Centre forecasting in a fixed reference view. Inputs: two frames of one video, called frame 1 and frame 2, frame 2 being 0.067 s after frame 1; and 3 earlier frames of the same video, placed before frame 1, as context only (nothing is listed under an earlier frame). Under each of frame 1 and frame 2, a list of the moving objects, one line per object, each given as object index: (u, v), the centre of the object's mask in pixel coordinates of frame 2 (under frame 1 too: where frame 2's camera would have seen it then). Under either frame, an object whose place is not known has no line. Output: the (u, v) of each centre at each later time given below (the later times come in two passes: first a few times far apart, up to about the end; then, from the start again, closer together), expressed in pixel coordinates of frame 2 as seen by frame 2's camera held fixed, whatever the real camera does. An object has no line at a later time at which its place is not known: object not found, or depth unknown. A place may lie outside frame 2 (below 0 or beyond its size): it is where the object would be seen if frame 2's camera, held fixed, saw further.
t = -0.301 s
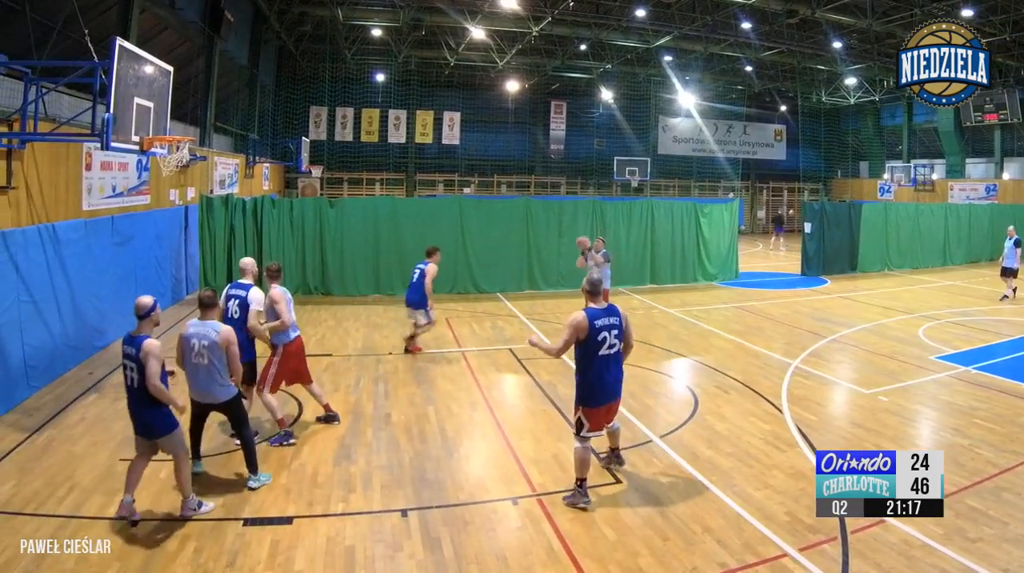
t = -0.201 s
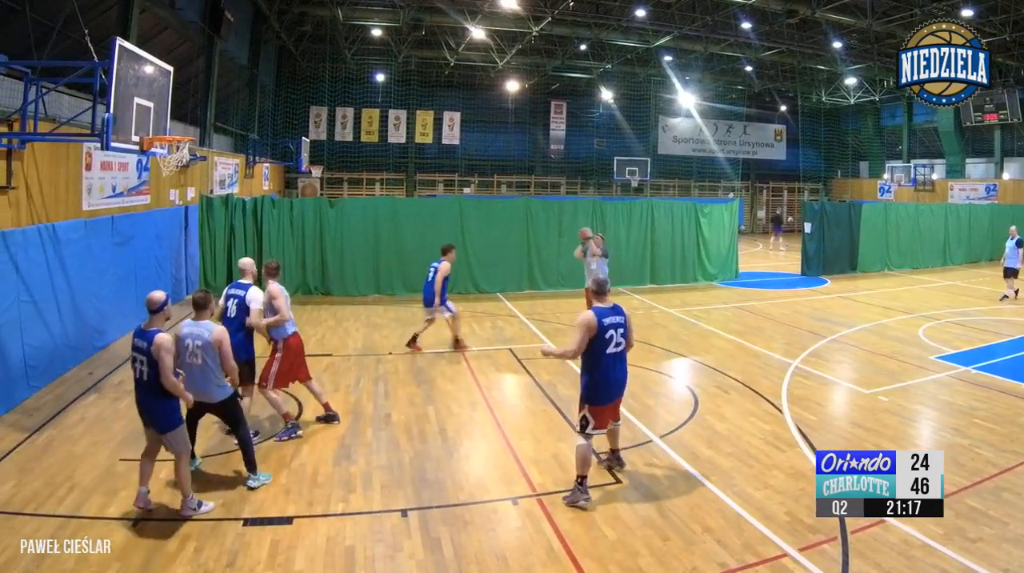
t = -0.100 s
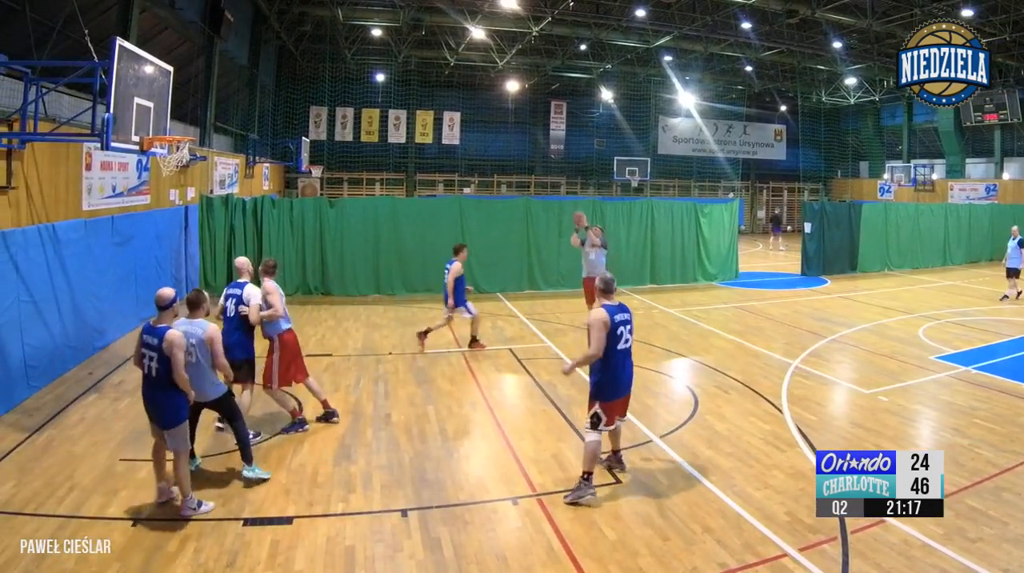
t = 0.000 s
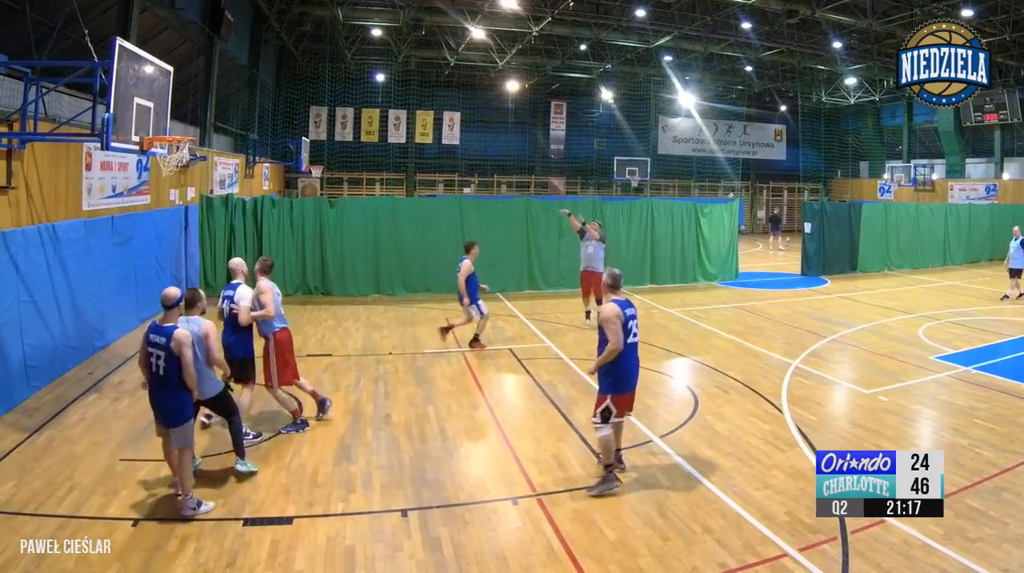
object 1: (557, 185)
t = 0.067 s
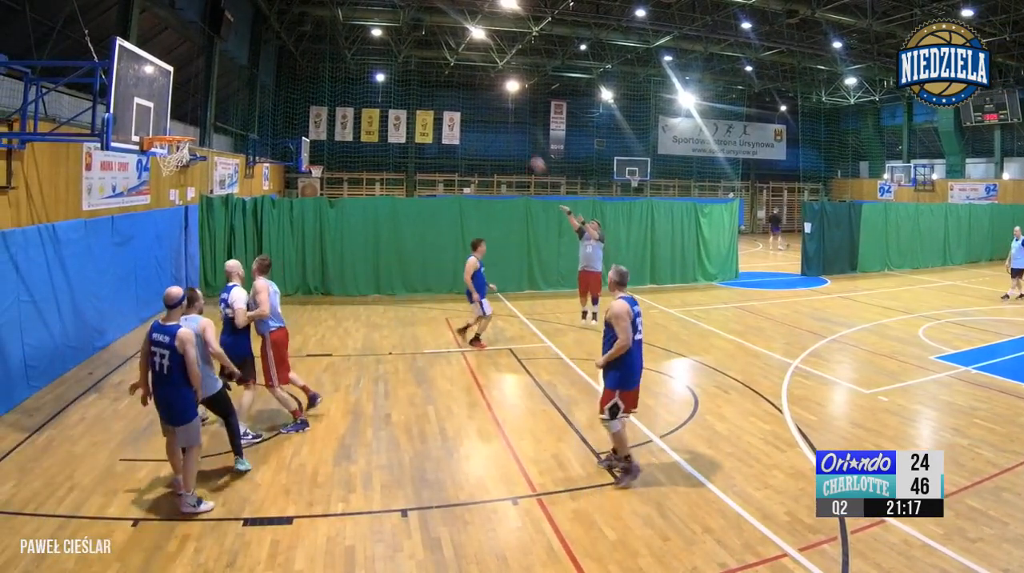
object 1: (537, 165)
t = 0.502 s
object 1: (391, 67)
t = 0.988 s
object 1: (161, 104)
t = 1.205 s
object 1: (182, 152)
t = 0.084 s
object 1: (532, 159)
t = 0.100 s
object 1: (528, 155)
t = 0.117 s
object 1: (523, 149)
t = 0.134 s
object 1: (518, 144)
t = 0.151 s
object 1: (513, 140)
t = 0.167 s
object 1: (507, 135)
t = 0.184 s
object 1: (502, 131)
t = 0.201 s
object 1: (497, 126)
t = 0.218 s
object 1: (491, 122)
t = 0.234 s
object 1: (487, 118)
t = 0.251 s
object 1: (481, 113)
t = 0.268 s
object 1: (475, 109)
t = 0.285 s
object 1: (469, 106)
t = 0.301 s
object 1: (464, 102)
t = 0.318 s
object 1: (458, 98)
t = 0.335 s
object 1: (452, 94)
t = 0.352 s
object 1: (446, 91)
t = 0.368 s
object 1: (441, 88)
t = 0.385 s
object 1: (434, 85)
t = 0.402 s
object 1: (428, 82)
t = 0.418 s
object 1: (422, 79)
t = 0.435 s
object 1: (416, 76)
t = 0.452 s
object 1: (409, 74)
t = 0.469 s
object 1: (404, 71)
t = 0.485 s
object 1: (397, 69)
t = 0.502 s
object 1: (391, 67)
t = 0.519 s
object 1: (384, 65)
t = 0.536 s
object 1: (376, 63)
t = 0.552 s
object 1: (369, 62)
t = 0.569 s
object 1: (362, 61)
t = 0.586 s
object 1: (356, 60)
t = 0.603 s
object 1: (349, 59)
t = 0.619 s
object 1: (341, 59)
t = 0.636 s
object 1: (334, 59)
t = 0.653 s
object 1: (327, 59)
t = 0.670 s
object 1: (320, 59)
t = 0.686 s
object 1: (312, 59)
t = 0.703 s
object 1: (305, 59)
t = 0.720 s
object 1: (296, 60)
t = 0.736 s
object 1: (289, 60)
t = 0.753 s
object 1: (280, 61)
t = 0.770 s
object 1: (272, 63)
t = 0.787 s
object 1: (264, 64)
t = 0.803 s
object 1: (256, 66)
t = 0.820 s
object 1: (248, 68)
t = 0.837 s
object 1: (240, 70)
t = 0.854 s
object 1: (231, 73)
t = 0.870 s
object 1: (223, 76)
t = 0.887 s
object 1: (214, 79)
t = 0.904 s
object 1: (205, 83)
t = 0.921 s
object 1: (197, 87)
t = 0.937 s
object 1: (188, 91)
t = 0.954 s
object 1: (180, 95)
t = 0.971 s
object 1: (170, 99)
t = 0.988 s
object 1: (161, 104)
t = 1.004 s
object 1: (158, 109)
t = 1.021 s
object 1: (161, 113)
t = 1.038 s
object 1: (163, 118)
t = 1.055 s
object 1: (165, 122)
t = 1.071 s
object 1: (168, 126)
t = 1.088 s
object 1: (172, 129)
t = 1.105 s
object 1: (173, 140)
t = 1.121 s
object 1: (175, 148)
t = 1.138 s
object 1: (180, 149)
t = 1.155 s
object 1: (181, 148)
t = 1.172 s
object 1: (183, 149)
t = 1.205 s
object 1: (182, 152)
